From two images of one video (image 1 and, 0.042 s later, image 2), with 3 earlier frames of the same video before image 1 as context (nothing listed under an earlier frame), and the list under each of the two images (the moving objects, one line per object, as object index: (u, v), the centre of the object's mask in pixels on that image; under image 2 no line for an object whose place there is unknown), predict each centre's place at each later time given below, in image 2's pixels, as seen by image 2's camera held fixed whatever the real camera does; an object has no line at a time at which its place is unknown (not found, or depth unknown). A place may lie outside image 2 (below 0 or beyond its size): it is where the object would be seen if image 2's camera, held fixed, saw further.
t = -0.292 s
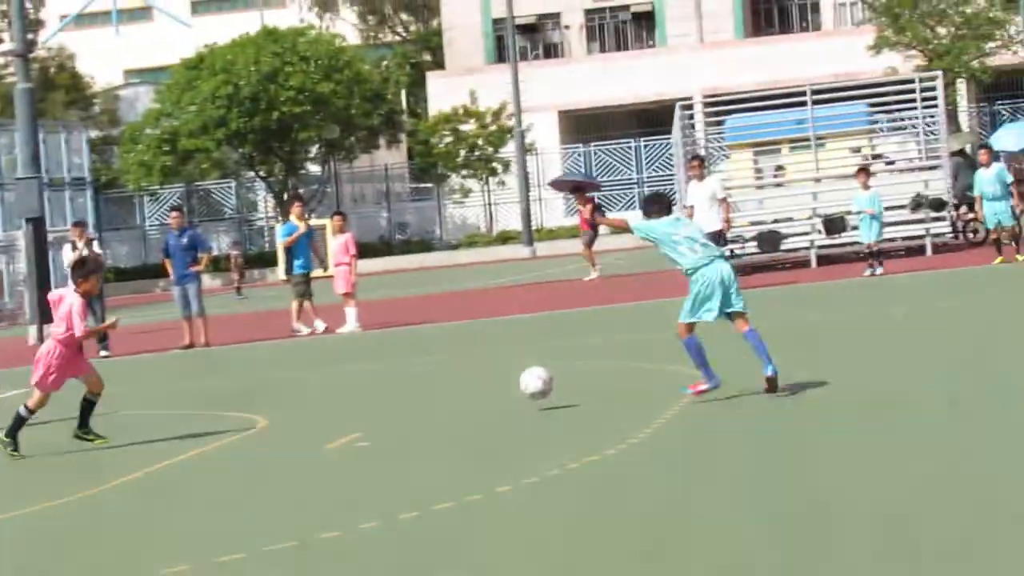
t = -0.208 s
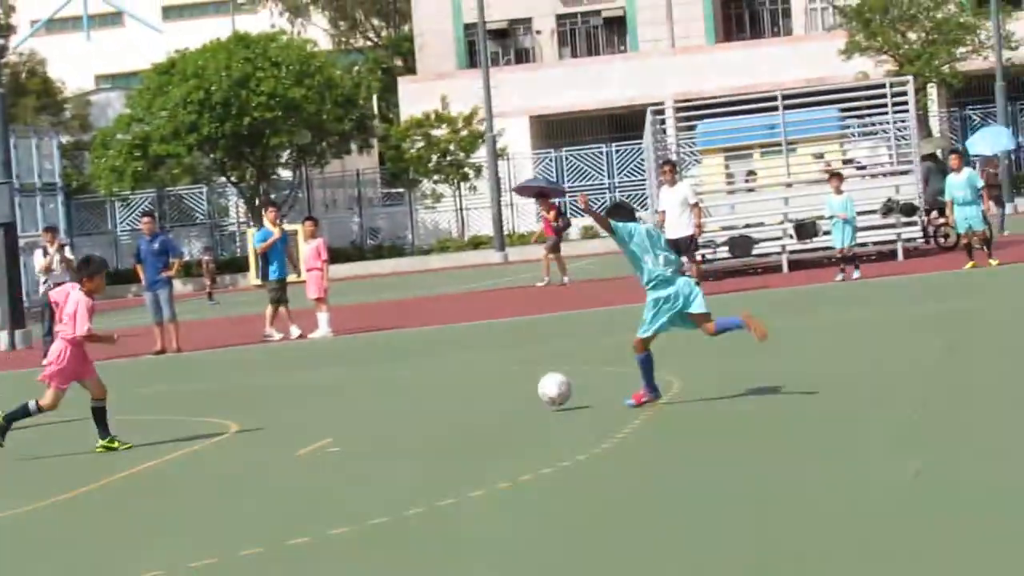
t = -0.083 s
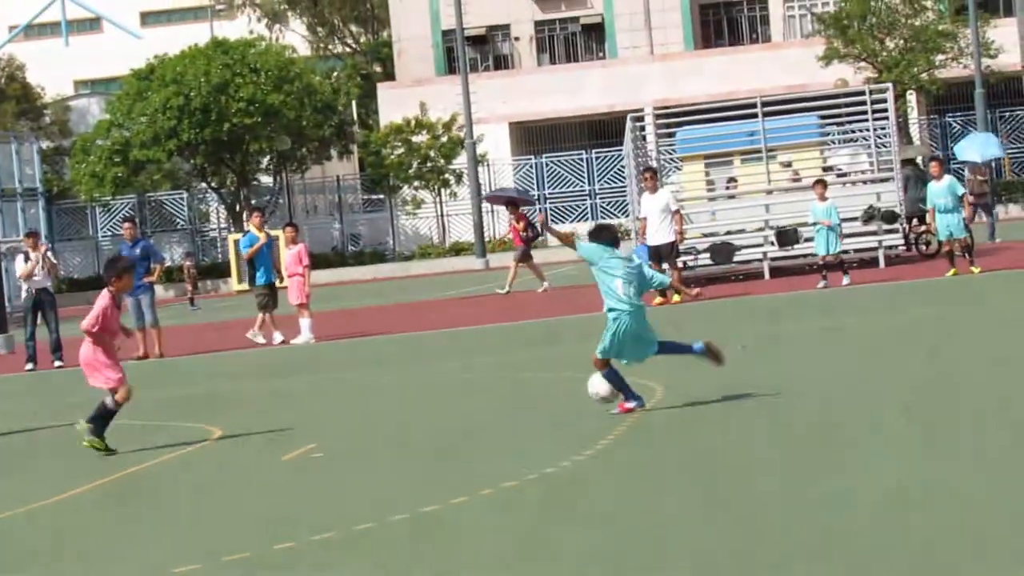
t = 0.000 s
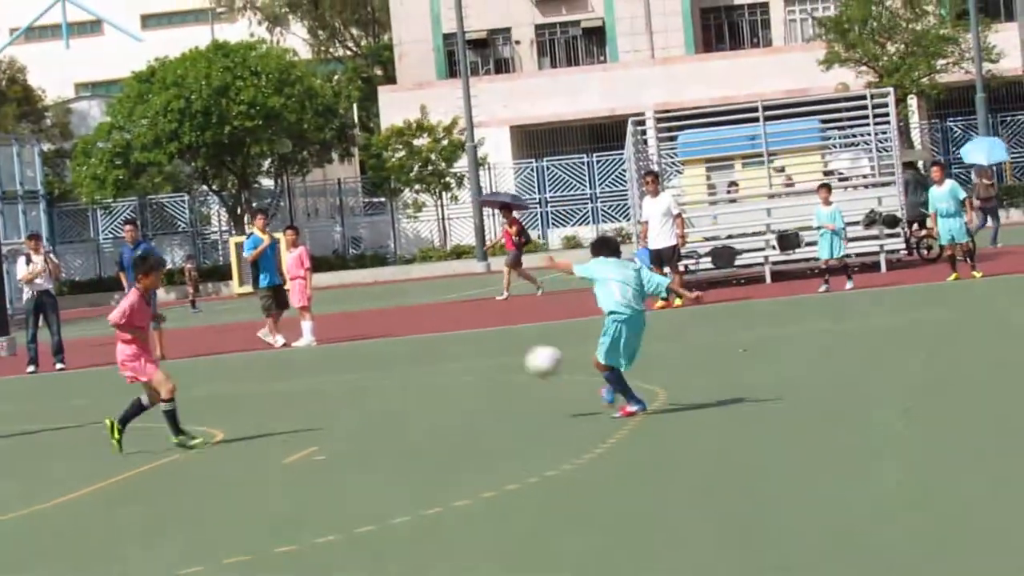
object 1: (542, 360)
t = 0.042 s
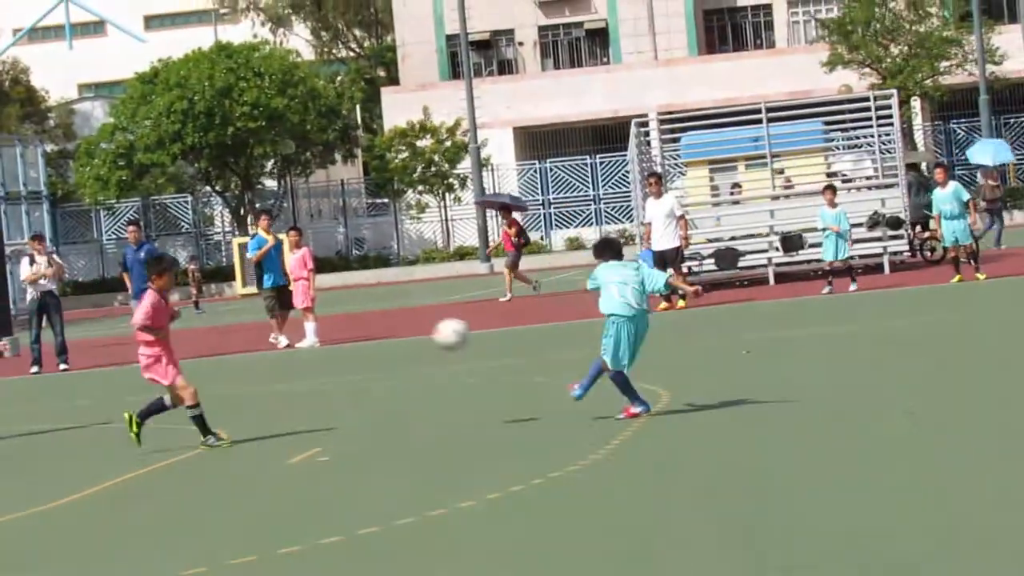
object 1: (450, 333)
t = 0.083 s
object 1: (355, 306)
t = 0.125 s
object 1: (266, 283)
